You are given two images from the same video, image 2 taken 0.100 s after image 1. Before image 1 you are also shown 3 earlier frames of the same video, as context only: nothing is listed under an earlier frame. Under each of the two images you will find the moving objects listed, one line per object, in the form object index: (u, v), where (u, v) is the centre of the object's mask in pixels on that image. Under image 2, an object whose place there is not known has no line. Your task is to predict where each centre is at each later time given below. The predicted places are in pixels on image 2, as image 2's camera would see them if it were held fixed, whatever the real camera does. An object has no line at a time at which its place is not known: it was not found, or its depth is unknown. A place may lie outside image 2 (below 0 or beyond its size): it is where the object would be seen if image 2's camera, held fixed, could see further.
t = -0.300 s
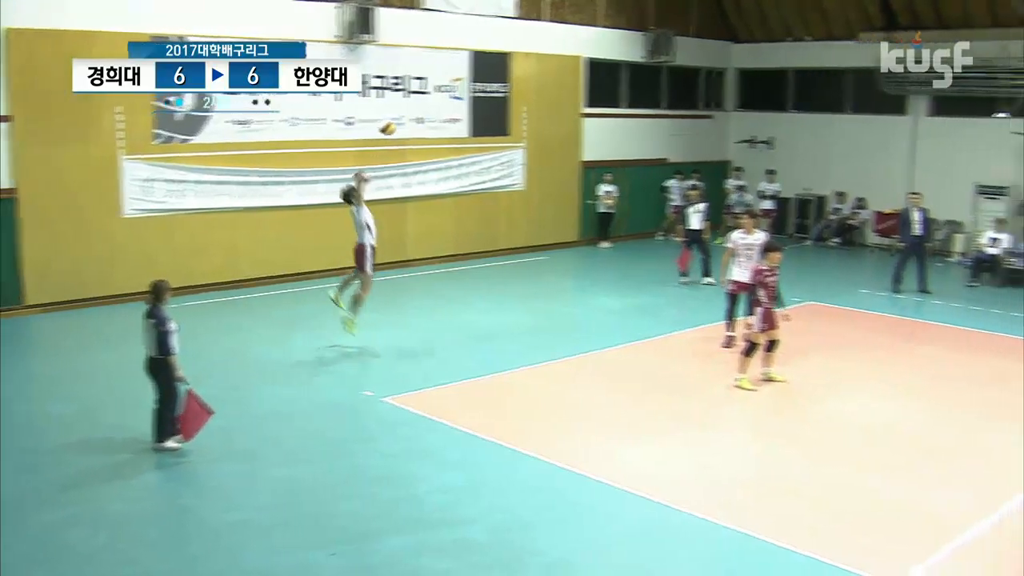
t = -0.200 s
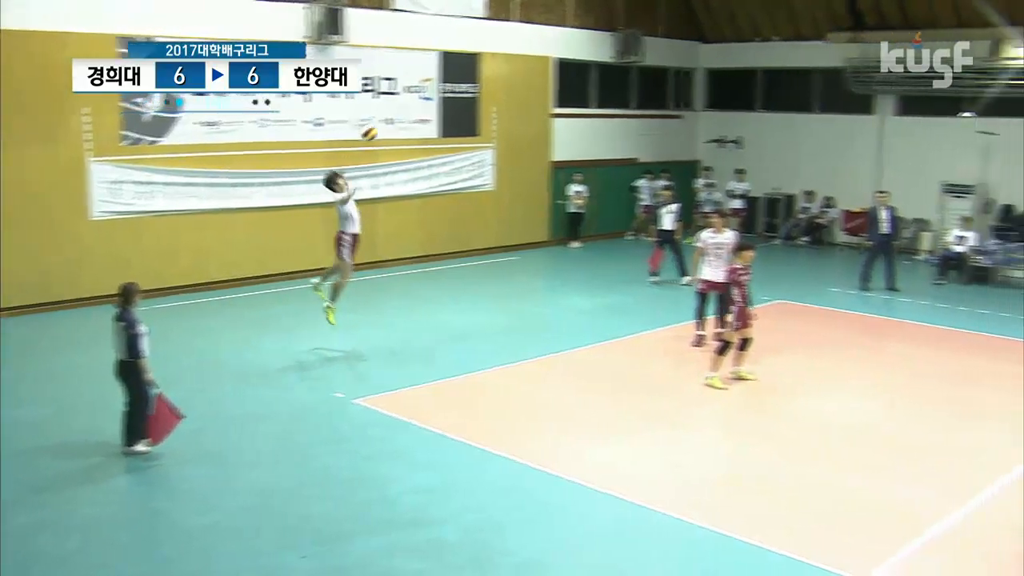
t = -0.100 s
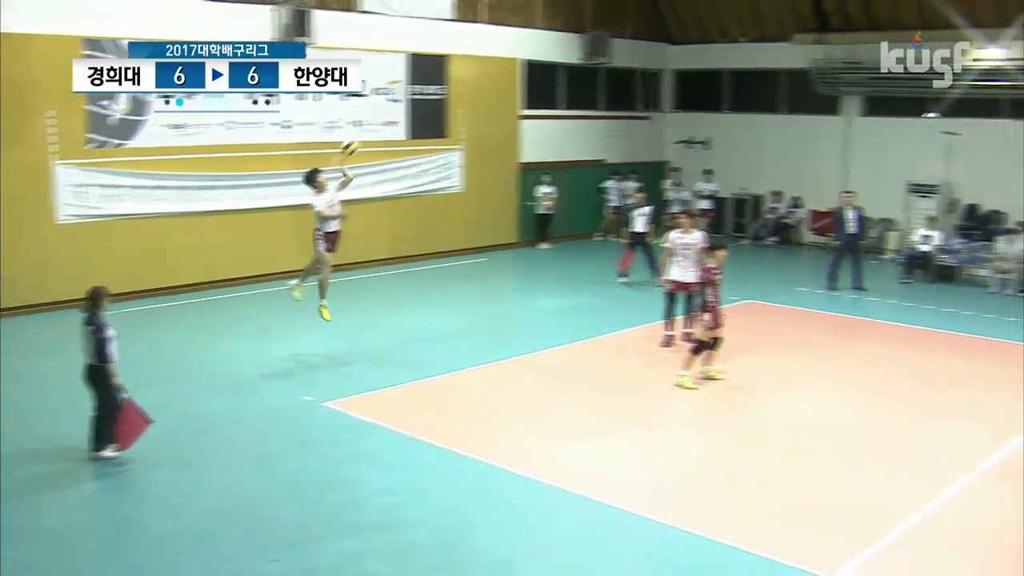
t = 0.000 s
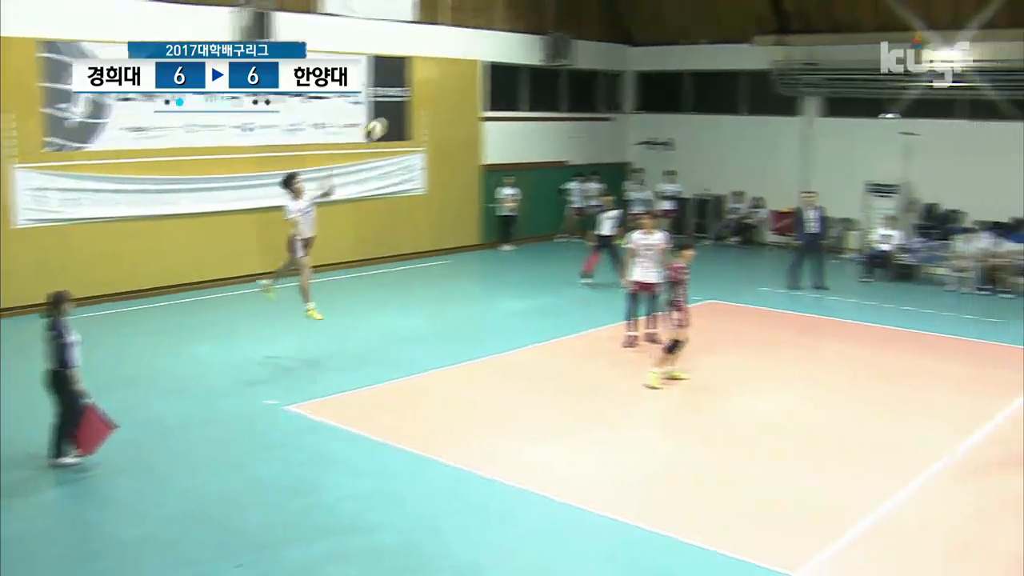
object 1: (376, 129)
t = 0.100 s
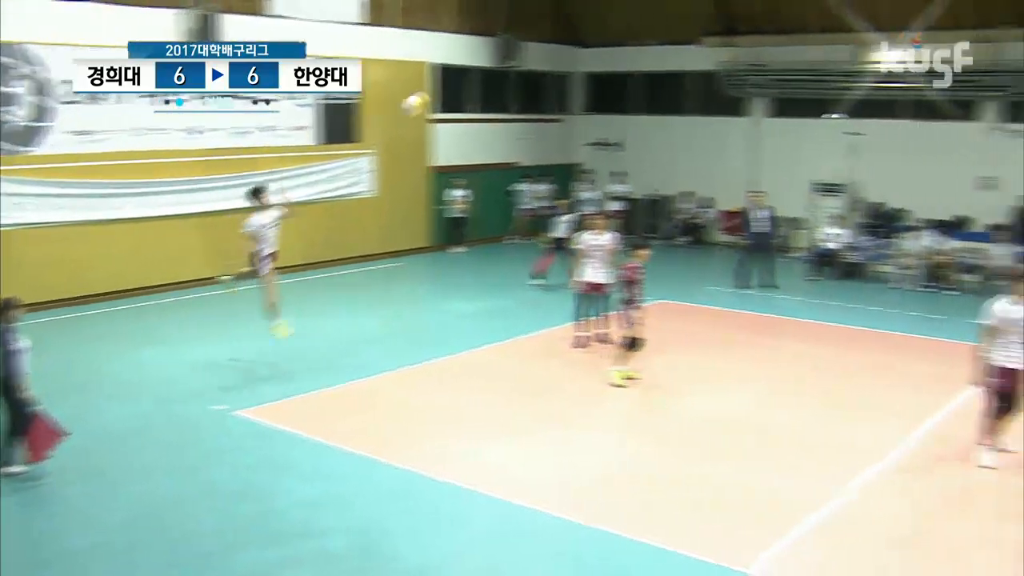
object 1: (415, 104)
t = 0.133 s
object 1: (449, 97)
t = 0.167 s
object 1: (484, 90)
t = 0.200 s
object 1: (524, 84)
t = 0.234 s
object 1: (562, 80)
